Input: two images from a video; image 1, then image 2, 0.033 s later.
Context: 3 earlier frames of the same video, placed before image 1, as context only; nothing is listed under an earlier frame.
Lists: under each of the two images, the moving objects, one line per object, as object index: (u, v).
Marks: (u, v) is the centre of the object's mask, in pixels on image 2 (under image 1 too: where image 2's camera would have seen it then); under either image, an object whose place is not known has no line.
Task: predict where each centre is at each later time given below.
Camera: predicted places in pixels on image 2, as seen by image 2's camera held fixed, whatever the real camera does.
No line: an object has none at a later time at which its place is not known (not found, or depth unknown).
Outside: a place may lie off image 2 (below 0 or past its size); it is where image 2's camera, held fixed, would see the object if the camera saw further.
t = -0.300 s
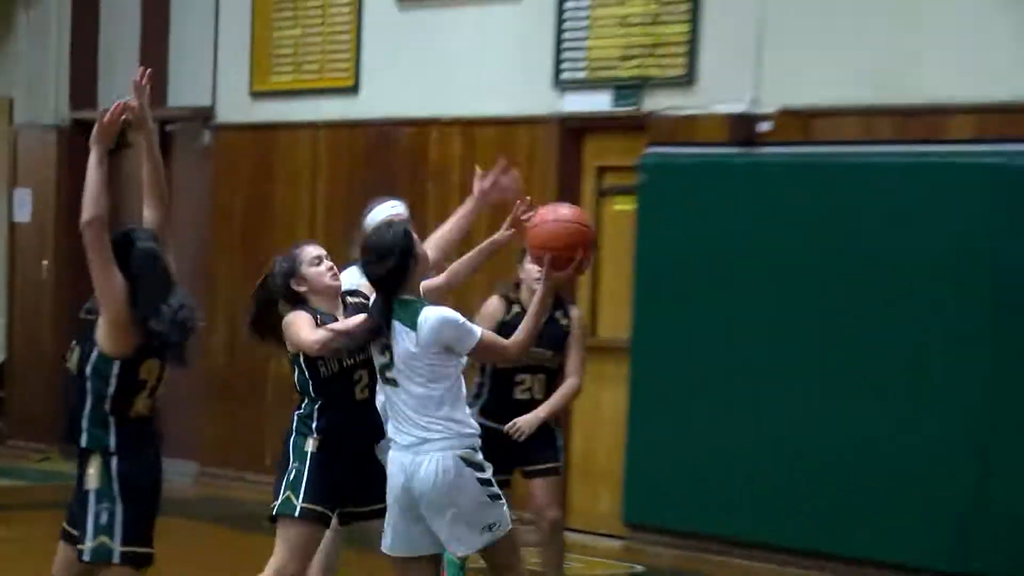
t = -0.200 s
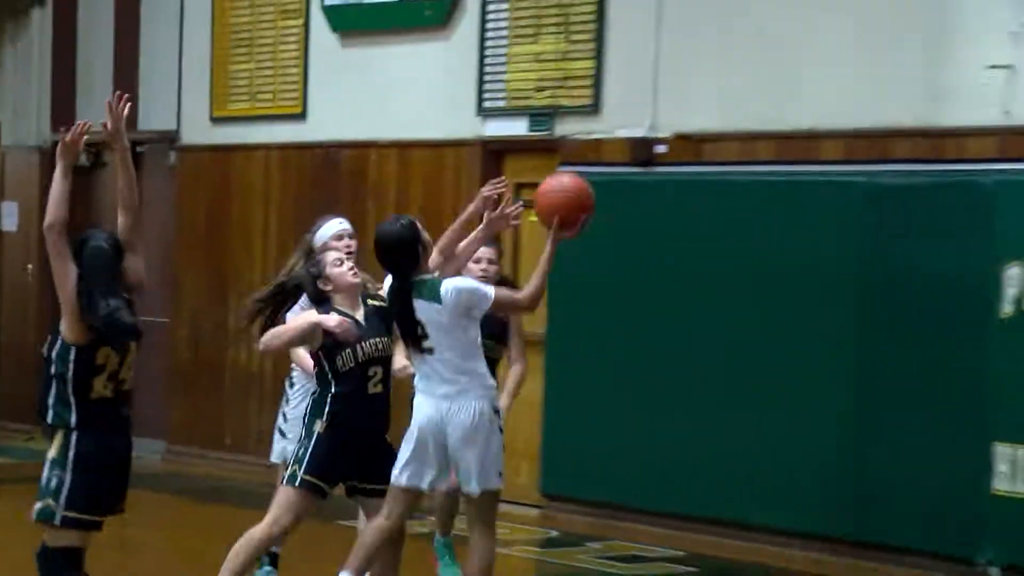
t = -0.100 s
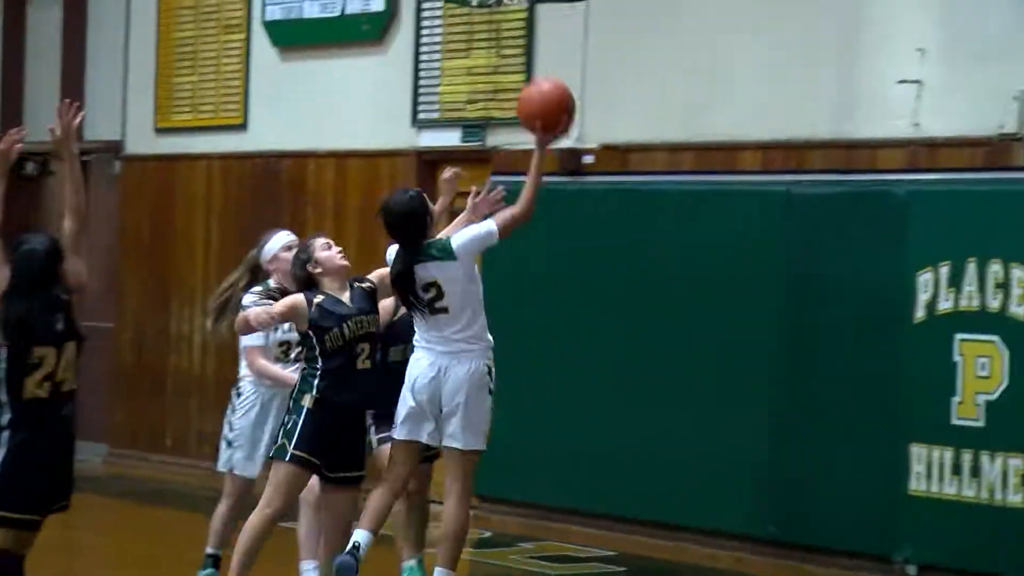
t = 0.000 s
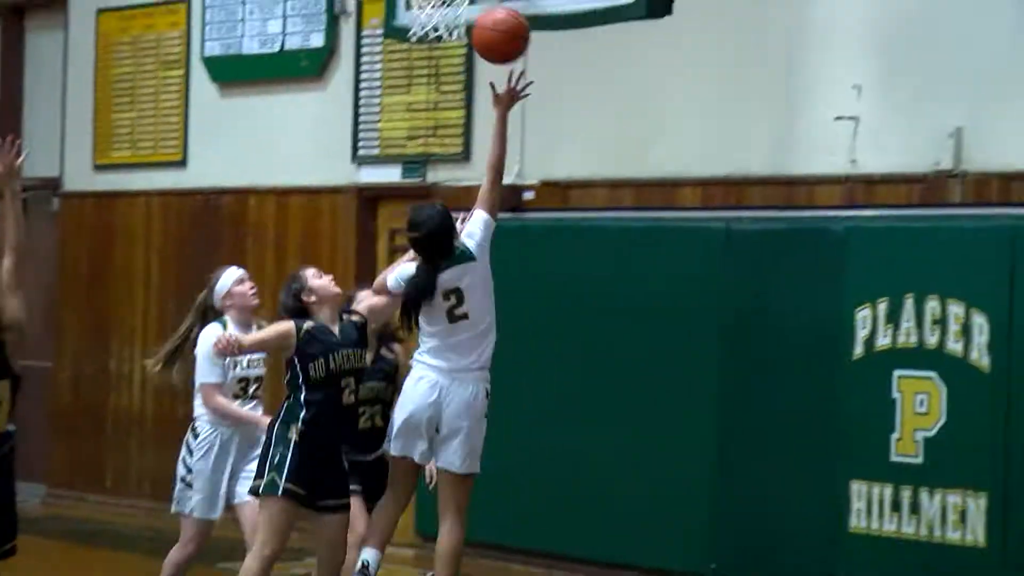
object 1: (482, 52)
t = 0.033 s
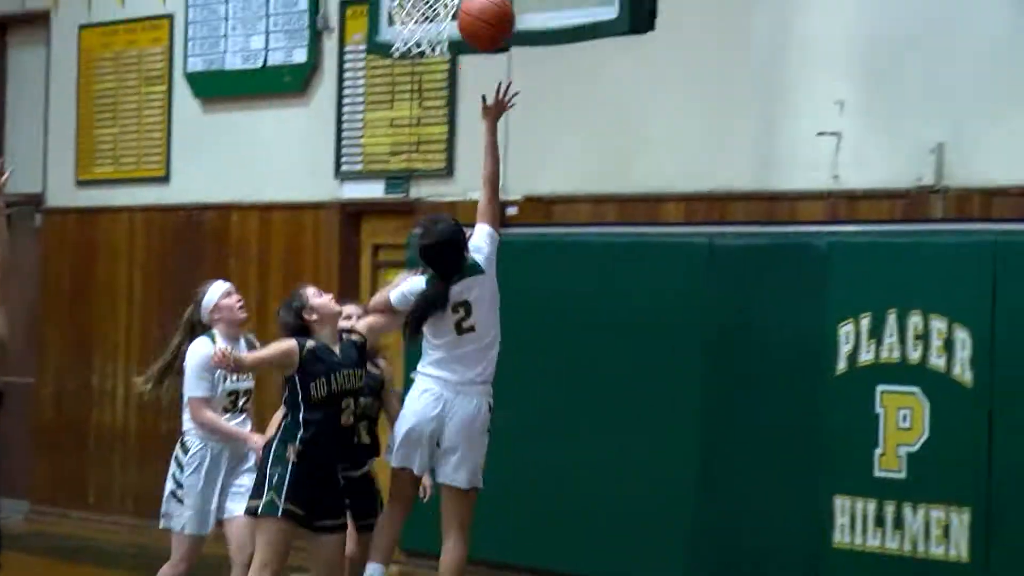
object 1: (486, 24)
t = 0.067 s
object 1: (489, 1)
